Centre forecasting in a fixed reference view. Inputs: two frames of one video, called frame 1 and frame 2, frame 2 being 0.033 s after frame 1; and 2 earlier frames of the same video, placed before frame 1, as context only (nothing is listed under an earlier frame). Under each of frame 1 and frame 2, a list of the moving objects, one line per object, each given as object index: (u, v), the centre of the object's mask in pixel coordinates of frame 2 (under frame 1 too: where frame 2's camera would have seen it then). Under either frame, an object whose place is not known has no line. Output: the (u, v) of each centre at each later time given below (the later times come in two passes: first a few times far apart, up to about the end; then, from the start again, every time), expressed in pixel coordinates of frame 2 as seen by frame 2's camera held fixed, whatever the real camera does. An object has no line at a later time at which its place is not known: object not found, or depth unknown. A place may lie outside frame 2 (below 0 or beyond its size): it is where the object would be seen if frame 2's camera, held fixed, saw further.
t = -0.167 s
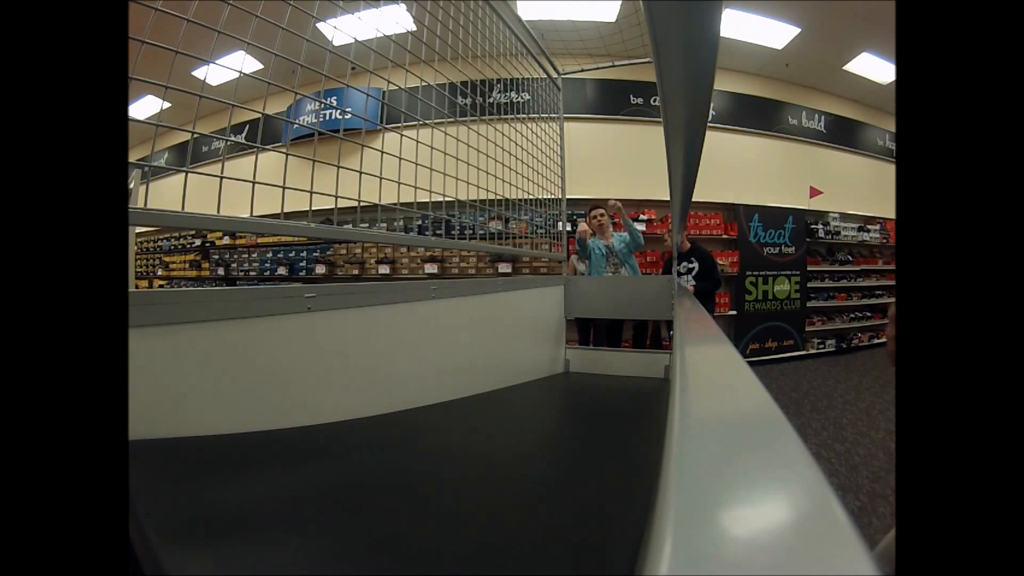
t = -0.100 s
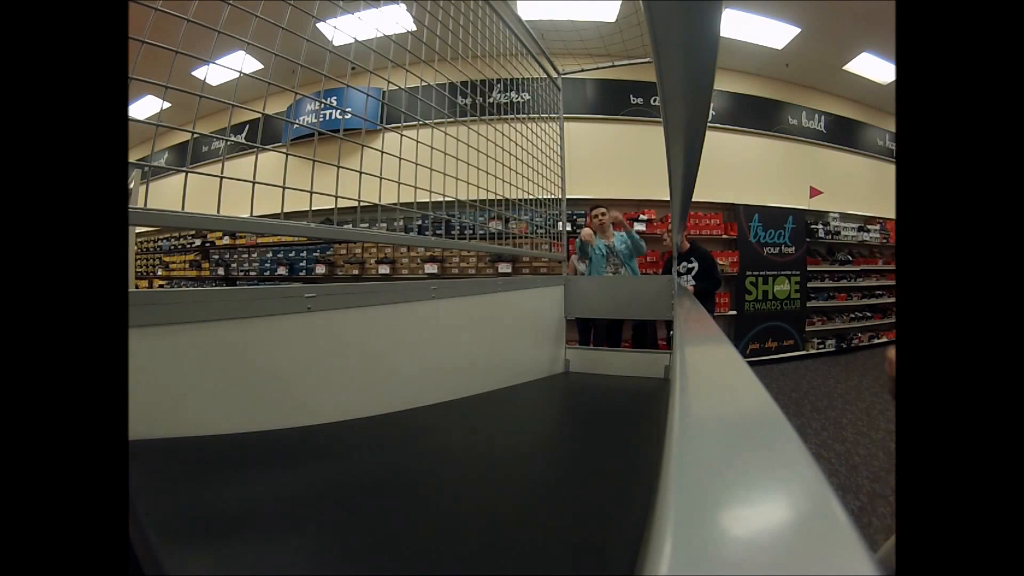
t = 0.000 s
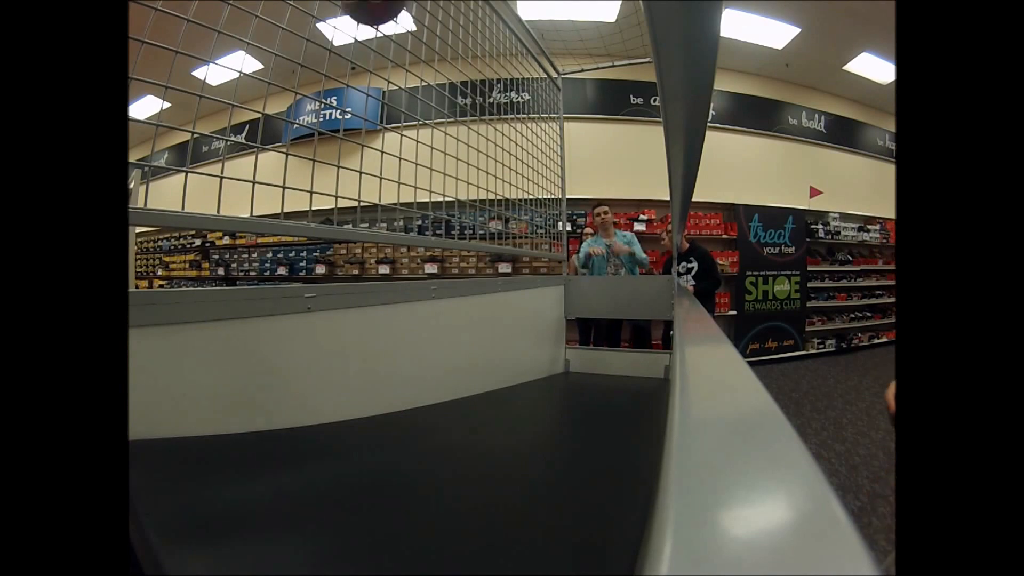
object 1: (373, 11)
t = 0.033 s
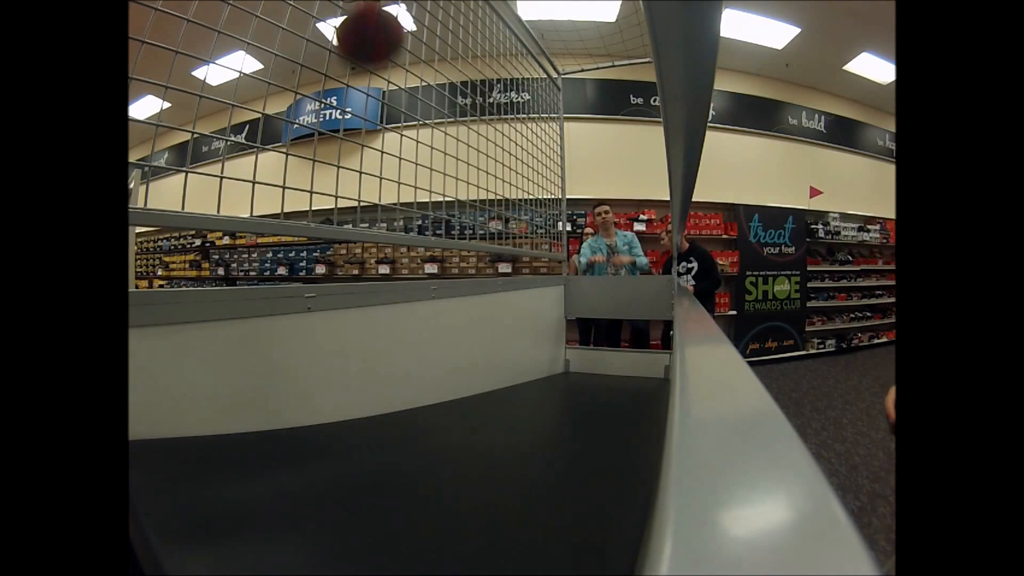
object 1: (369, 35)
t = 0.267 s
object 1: (383, 362)
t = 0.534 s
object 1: (439, 319)
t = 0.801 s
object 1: (495, 371)
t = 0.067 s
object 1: (366, 77)
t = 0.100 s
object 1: (362, 135)
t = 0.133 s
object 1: (360, 212)
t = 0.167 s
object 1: (362, 292)
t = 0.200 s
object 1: (370, 376)
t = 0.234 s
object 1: (377, 388)
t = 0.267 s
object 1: (383, 362)
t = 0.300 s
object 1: (389, 341)
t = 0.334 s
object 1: (396, 324)
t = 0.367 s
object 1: (403, 312)
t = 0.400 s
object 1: (410, 304)
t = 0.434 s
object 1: (418, 302)
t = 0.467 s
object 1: (425, 303)
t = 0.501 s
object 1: (432, 309)
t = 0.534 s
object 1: (439, 319)
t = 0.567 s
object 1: (446, 334)
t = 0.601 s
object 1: (454, 352)
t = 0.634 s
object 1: (461, 375)
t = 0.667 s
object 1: (468, 397)
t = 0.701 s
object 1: (475, 387)
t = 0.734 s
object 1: (482, 378)
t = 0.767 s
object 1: (489, 373)
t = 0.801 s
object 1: (495, 371)
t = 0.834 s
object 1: (501, 374)
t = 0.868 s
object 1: (511, 379)
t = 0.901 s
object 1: (522, 387)
